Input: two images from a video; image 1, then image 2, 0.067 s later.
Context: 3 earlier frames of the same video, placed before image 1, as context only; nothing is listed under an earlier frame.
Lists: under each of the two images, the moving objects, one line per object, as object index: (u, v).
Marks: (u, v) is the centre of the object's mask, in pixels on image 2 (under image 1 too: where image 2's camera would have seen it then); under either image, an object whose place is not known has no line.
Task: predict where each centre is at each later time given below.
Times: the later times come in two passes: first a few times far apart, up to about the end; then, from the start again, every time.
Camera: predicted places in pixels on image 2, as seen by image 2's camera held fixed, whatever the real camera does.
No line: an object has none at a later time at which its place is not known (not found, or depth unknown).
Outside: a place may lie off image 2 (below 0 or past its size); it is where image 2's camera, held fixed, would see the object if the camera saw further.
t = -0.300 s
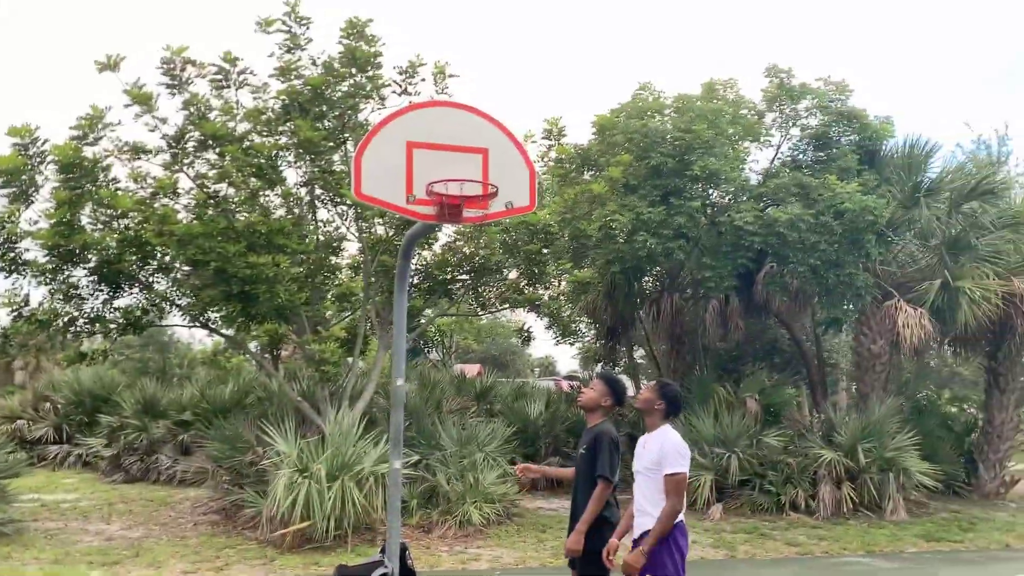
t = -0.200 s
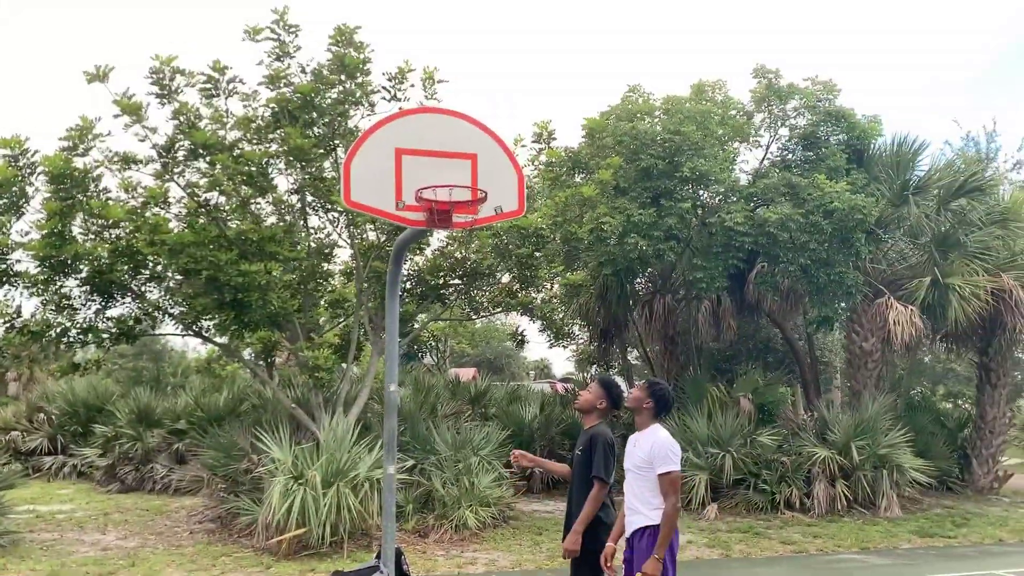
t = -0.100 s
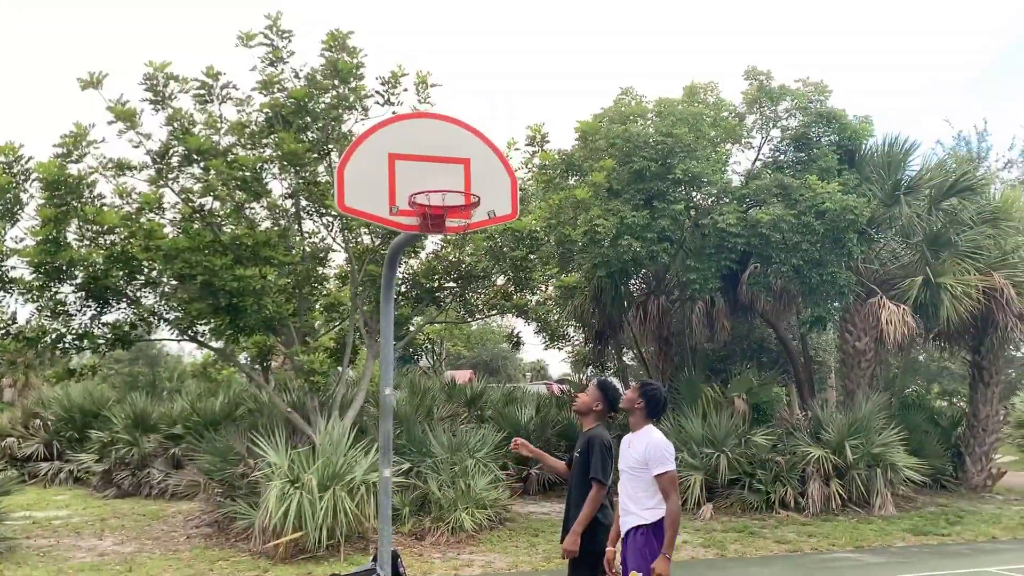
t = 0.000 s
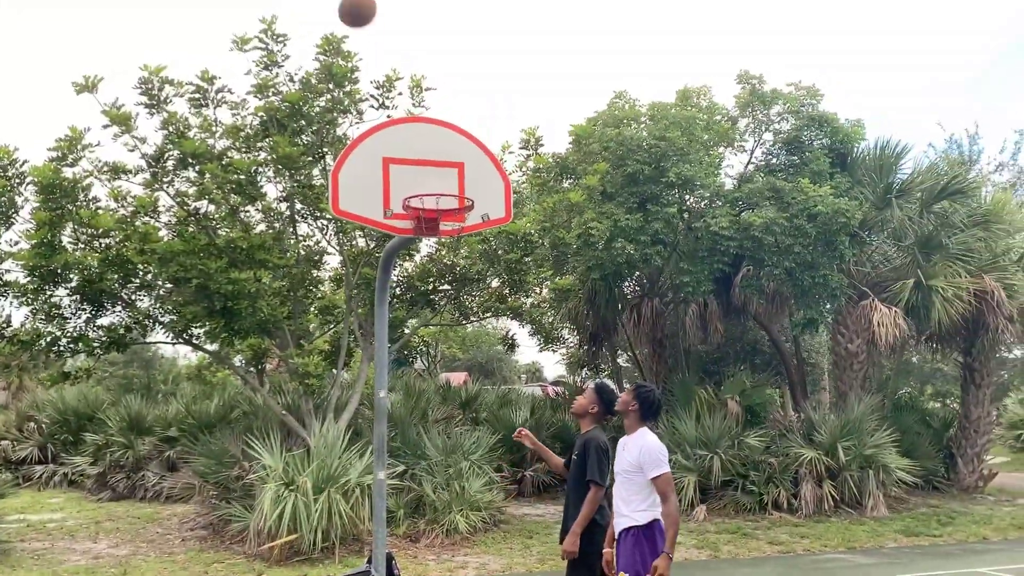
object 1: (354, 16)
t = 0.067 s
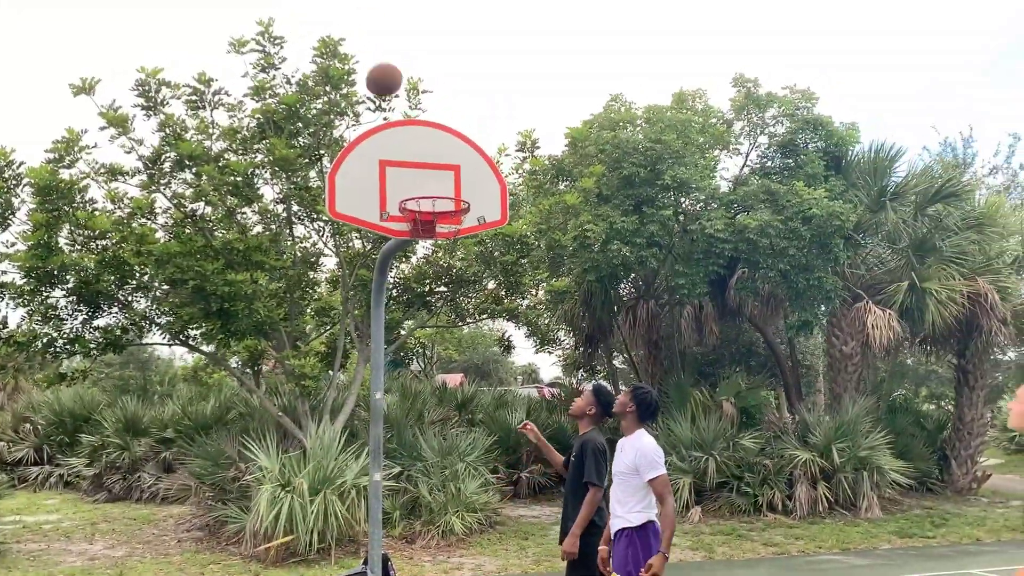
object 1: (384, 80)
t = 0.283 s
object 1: (429, 216)
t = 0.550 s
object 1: (441, 404)
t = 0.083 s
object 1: (390, 96)
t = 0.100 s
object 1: (398, 114)
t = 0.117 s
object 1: (404, 132)
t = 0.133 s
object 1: (412, 148)
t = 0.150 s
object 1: (418, 165)
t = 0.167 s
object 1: (424, 182)
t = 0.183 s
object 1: (428, 193)
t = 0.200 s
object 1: (428, 196)
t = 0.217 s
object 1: (428, 199)
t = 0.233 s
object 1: (429, 202)
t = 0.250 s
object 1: (429, 206)
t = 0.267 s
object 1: (429, 211)
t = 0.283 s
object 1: (429, 216)
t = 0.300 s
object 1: (430, 220)
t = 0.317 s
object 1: (430, 226)
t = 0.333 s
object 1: (431, 233)
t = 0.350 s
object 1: (431, 240)
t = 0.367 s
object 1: (432, 248)
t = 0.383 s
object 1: (432, 258)
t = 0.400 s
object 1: (434, 268)
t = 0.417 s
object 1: (433, 279)
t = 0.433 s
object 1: (433, 291)
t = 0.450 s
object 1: (434, 304)
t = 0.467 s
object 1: (435, 317)
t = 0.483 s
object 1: (436, 332)
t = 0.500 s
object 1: (437, 348)
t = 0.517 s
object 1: (439, 365)
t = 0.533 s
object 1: (440, 384)
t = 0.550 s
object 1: (441, 404)
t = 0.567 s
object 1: (442, 426)
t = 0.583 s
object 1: (442, 448)
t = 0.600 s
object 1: (442, 474)
